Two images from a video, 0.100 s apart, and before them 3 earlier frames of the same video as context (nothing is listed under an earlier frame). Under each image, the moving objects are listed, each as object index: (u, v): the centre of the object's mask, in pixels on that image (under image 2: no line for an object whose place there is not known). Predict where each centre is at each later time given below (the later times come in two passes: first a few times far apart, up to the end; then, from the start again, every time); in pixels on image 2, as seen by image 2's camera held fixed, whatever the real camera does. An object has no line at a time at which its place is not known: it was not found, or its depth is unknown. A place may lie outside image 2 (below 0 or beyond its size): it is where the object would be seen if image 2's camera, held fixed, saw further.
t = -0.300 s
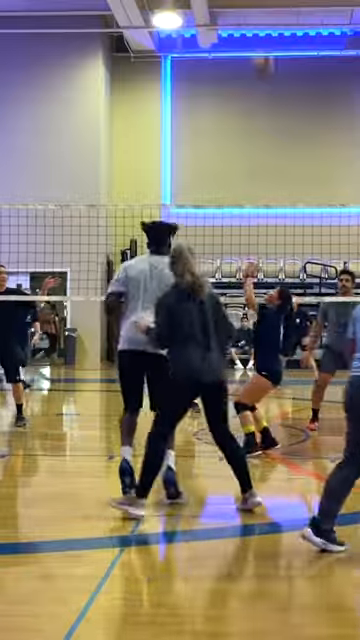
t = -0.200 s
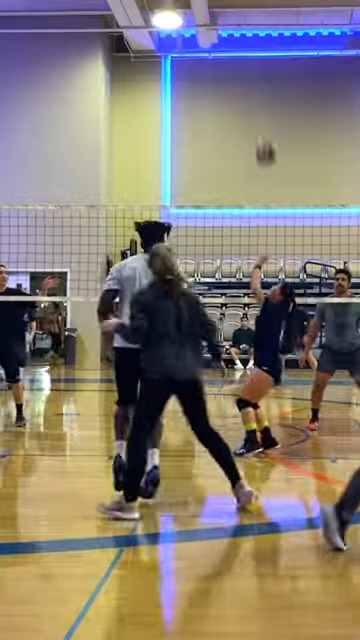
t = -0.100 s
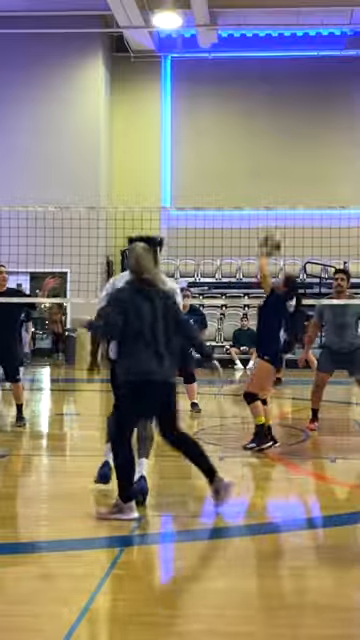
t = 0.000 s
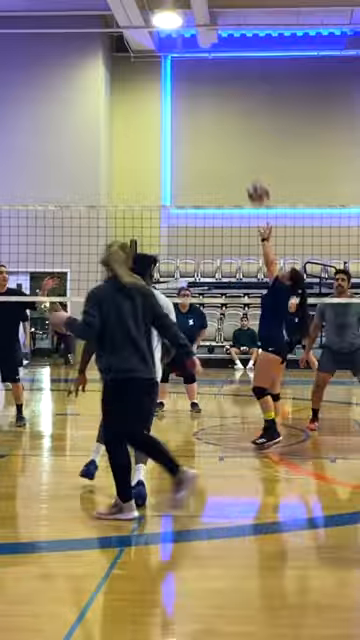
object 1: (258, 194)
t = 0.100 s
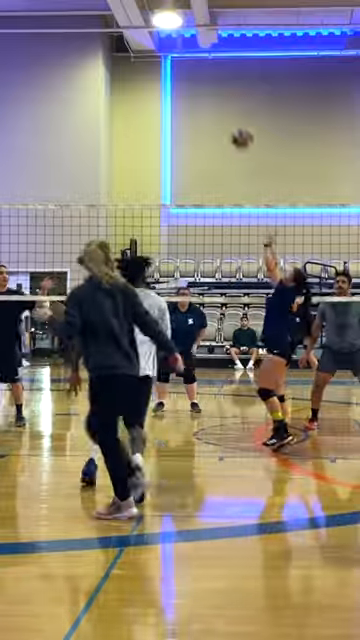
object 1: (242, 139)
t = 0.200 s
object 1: (225, 93)
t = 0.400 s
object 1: (192, 39)
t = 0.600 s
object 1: (161, 28)
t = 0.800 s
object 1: (134, 55)
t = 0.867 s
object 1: (125, 75)
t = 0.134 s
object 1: (235, 121)
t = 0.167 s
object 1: (231, 107)
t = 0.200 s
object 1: (225, 93)
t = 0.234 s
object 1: (220, 80)
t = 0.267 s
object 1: (214, 69)
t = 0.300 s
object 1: (210, 61)
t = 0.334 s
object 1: (204, 52)
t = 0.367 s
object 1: (199, 44)
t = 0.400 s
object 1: (192, 39)
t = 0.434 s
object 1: (186, 34)
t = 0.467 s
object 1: (183, 31)
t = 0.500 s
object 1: (180, 28)
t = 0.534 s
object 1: (174, 26)
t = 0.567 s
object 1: (168, 27)
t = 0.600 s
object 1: (161, 28)
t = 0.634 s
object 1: (157, 32)
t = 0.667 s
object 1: (151, 35)
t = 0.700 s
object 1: (147, 38)
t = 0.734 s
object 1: (142, 43)
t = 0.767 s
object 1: (138, 49)
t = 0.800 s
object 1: (134, 55)
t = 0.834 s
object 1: (129, 65)
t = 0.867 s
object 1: (125, 75)
